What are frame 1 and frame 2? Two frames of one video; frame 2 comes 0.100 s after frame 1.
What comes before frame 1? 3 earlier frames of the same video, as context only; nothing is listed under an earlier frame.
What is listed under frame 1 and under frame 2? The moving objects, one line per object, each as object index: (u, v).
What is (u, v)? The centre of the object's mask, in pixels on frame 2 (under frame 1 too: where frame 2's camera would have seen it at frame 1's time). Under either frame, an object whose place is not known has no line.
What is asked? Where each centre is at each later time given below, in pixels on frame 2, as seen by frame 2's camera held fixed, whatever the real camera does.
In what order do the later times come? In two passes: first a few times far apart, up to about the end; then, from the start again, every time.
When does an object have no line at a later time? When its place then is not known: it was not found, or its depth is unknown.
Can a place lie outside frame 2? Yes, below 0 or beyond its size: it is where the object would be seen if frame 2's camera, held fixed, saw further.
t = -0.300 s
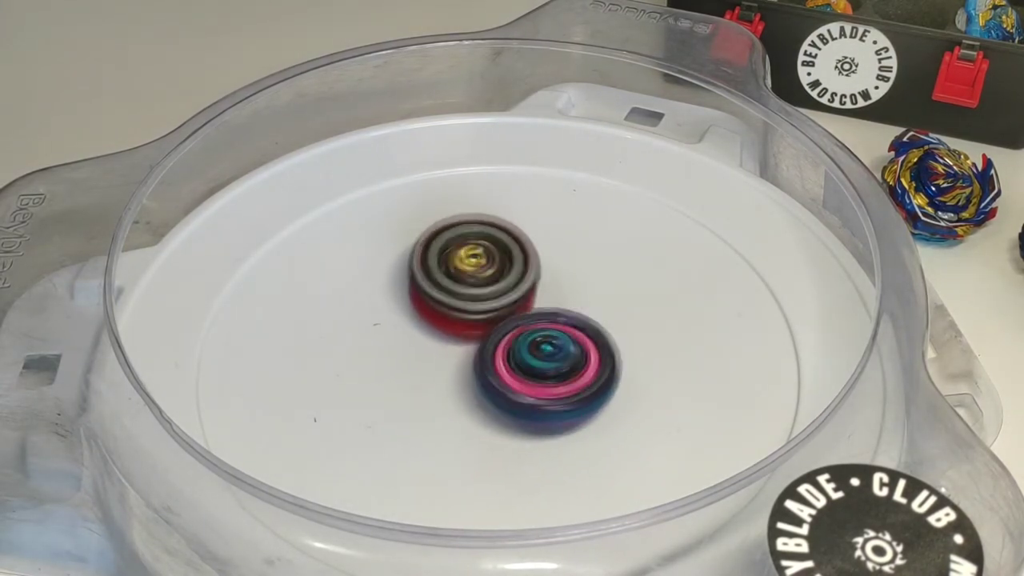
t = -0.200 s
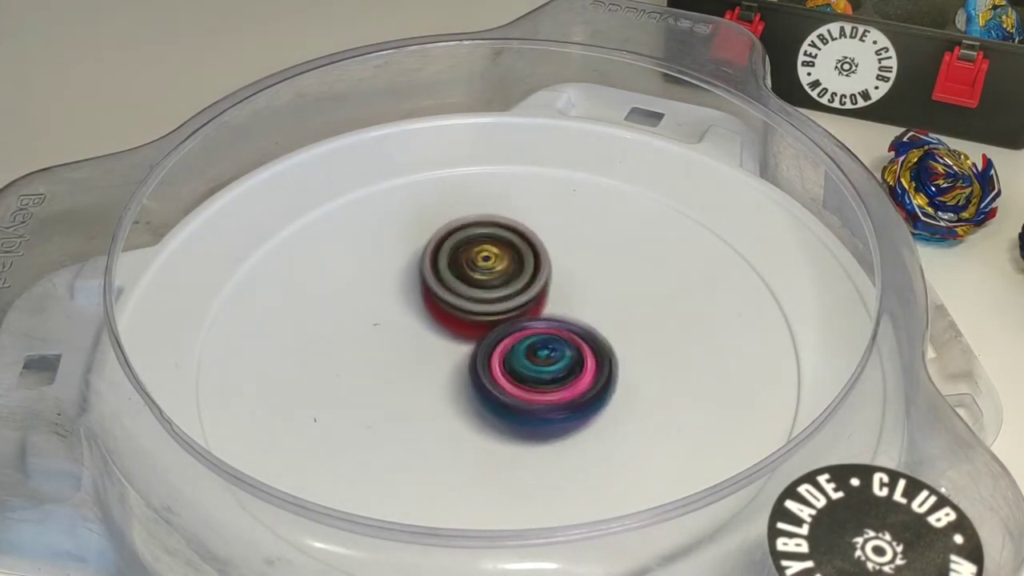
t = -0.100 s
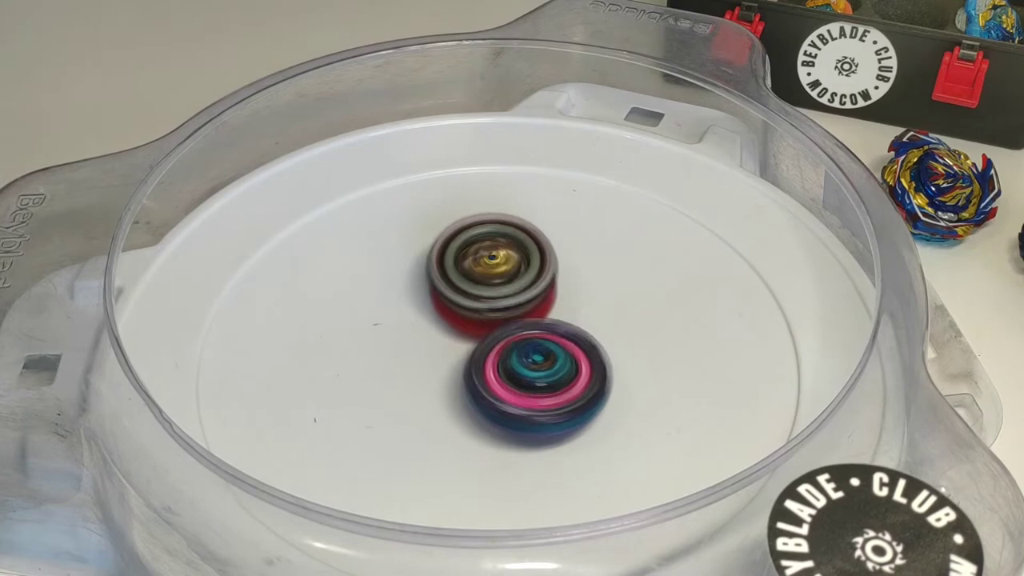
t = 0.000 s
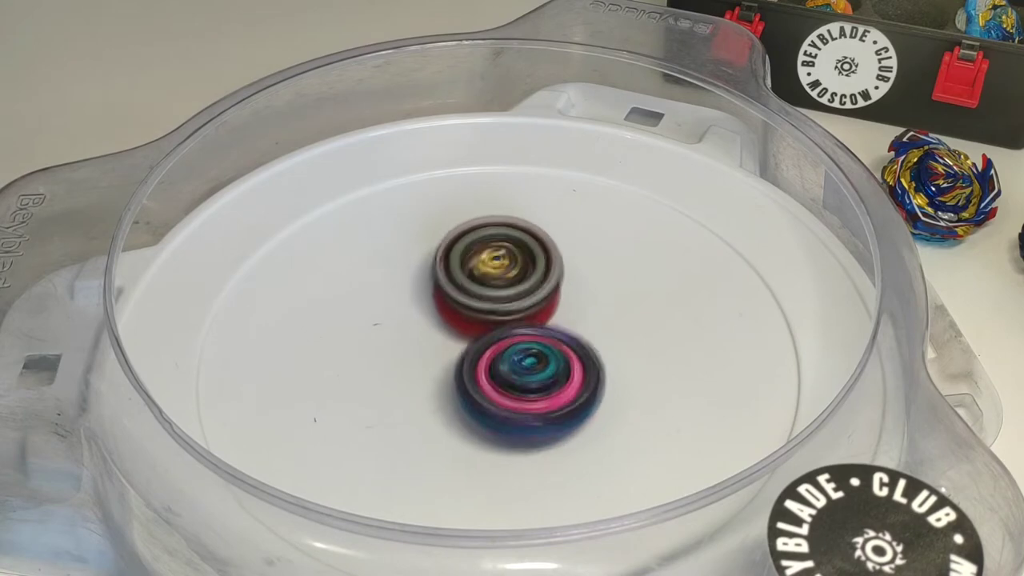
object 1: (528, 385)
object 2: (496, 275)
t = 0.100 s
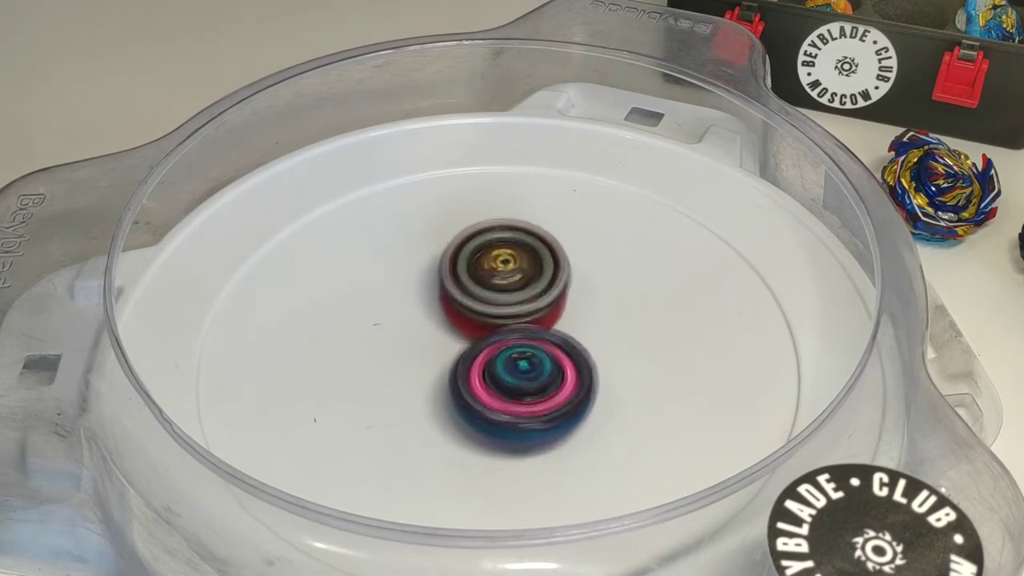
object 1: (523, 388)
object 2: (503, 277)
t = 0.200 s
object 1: (514, 397)
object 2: (508, 275)
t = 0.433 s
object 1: (497, 399)
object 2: (506, 285)
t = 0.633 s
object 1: (484, 410)
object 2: (517, 295)
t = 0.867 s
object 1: (469, 413)
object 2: (532, 307)
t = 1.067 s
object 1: (457, 410)
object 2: (548, 317)
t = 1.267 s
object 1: (448, 404)
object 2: (555, 317)
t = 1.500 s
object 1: (434, 395)
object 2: (549, 305)
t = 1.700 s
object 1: (424, 389)
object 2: (526, 299)
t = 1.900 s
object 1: (387, 393)
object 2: (532, 284)
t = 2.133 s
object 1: (382, 381)
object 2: (527, 275)
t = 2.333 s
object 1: (391, 370)
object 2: (521, 305)
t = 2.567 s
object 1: (389, 369)
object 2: (563, 321)
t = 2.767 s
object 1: (408, 359)
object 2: (575, 337)
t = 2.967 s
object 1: (408, 343)
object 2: (597, 343)
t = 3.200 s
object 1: (422, 326)
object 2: (584, 335)
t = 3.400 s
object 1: (414, 310)
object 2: (573, 336)
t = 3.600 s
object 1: (418, 302)
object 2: (551, 340)
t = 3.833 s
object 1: (418, 296)
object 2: (545, 358)
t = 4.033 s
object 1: (424, 296)
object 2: (530, 366)
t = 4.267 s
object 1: (435, 293)
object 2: (532, 378)
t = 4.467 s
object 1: (435, 280)
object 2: (552, 394)
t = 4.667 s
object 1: (447, 279)
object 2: (559, 378)
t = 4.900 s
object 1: (456, 273)
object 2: (527, 368)
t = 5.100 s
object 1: (467, 272)
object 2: (516, 377)
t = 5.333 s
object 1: (481, 273)
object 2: (510, 381)
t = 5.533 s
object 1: (492, 274)
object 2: (509, 381)
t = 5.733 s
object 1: (503, 273)
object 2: (506, 385)
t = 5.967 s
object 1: (511, 268)
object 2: (501, 396)
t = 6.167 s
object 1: (518, 271)
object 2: (503, 386)
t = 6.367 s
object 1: (521, 269)
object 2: (484, 383)
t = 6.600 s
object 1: (529, 276)
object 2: (472, 372)
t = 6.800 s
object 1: (534, 283)
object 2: (460, 373)
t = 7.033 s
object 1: (543, 290)
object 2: (453, 378)
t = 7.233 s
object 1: (556, 283)
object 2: (454, 384)
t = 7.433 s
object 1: (561, 286)
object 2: (470, 386)
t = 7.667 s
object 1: (564, 285)
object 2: (470, 368)
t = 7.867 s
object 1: (569, 280)
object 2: (441, 376)
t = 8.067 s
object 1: (565, 288)
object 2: (436, 378)
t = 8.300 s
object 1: (589, 280)
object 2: (418, 377)
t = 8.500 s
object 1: (597, 292)
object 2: (418, 379)
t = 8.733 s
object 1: (593, 312)
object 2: (459, 351)
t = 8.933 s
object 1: (597, 327)
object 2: (454, 329)
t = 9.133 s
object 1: (592, 342)
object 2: (454, 308)
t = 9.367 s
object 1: (582, 360)
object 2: (461, 299)
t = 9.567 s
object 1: (575, 377)
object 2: (467, 296)
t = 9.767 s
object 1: (568, 390)
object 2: (474, 304)
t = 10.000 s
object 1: (564, 396)
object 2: (466, 308)
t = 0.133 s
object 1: (520, 390)
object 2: (505, 278)
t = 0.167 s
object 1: (518, 395)
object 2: (507, 276)
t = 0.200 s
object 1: (514, 397)
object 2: (508, 275)
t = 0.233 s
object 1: (511, 398)
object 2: (508, 275)
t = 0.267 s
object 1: (509, 399)
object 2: (508, 276)
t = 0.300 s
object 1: (507, 400)
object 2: (506, 276)
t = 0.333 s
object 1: (504, 400)
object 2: (505, 278)
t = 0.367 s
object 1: (502, 400)
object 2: (505, 280)
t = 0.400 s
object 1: (499, 400)
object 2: (505, 282)
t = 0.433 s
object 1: (497, 399)
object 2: (506, 285)
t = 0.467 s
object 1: (495, 401)
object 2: (508, 288)
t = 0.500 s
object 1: (494, 403)
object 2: (510, 290)
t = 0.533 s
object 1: (491, 407)
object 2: (512, 291)
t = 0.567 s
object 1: (489, 409)
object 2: (514, 293)
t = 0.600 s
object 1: (487, 409)
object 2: (515, 294)
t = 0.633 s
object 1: (484, 410)
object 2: (517, 295)
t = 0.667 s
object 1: (483, 410)
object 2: (518, 296)
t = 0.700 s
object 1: (481, 410)
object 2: (520, 298)
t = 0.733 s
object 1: (479, 411)
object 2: (522, 300)
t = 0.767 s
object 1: (476, 414)
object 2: (525, 301)
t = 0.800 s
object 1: (474, 413)
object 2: (528, 303)
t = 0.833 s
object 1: (471, 413)
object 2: (530, 305)
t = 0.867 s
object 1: (469, 413)
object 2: (532, 307)
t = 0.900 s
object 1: (468, 412)
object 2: (535, 309)
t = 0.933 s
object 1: (465, 413)
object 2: (538, 311)
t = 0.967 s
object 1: (464, 411)
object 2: (540, 313)
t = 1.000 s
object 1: (461, 411)
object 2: (543, 315)
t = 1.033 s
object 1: (459, 411)
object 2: (545, 316)
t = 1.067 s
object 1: (457, 410)
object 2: (548, 317)
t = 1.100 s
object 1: (455, 409)
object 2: (550, 318)
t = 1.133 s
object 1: (454, 408)
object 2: (551, 319)
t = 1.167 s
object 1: (453, 407)
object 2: (552, 319)
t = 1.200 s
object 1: (452, 405)
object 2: (553, 318)
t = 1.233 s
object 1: (451, 404)
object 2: (553, 318)
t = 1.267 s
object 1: (448, 404)
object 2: (555, 317)
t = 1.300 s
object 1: (447, 402)
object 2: (555, 316)
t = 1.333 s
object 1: (446, 400)
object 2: (555, 315)
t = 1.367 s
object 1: (445, 398)
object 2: (554, 314)
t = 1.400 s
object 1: (444, 396)
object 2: (552, 314)
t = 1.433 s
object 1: (438, 398)
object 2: (551, 311)
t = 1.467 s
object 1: (436, 397)
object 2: (551, 308)
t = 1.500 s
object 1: (434, 395)
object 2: (549, 305)
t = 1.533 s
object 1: (433, 394)
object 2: (546, 303)
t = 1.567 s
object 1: (432, 392)
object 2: (542, 302)
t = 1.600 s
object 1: (431, 390)
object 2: (536, 301)
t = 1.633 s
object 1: (430, 388)
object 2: (531, 302)
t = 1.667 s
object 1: (427, 388)
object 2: (527, 301)
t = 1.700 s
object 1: (424, 389)
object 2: (526, 299)
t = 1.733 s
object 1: (423, 387)
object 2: (523, 298)
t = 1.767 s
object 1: (422, 386)
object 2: (520, 298)
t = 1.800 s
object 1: (420, 385)
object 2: (516, 299)
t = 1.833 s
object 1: (404, 391)
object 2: (523, 294)
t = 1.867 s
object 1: (392, 394)
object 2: (529, 288)
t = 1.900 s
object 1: (387, 393)
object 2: (532, 284)
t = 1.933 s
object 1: (384, 391)
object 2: (534, 281)
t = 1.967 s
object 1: (382, 390)
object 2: (535, 278)
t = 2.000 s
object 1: (381, 388)
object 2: (535, 276)
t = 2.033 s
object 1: (381, 386)
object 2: (534, 274)
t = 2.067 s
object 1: (381, 385)
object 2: (533, 273)
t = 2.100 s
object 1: (381, 383)
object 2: (530, 273)
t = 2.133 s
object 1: (382, 381)
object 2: (527, 275)
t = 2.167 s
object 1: (384, 377)
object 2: (524, 278)
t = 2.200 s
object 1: (385, 376)
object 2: (521, 283)
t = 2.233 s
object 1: (387, 374)
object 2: (518, 288)
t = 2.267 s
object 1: (390, 372)
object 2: (516, 295)
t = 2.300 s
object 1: (393, 370)
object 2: (516, 301)
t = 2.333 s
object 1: (391, 370)
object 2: (521, 305)
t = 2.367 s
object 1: (382, 374)
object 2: (532, 307)
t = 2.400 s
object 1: (383, 375)
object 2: (539, 309)
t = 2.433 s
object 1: (384, 374)
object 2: (545, 311)
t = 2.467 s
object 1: (384, 373)
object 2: (551, 313)
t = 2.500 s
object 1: (385, 371)
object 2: (555, 316)
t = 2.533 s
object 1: (387, 370)
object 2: (559, 319)
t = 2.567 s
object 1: (389, 369)
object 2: (563, 321)
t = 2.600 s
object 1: (391, 367)
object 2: (566, 324)
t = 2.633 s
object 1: (393, 366)
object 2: (569, 327)
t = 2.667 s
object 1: (396, 365)
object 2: (571, 330)
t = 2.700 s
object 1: (400, 363)
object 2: (573, 333)
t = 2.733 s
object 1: (403, 361)
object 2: (575, 335)
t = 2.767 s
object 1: (408, 359)
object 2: (575, 337)
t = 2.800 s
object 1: (412, 357)
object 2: (575, 339)
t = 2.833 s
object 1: (419, 353)
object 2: (574, 342)
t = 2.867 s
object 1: (424, 350)
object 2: (572, 344)
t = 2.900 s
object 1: (414, 347)
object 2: (583, 344)
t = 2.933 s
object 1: (407, 345)
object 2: (591, 344)
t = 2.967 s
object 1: (408, 343)
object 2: (597, 343)
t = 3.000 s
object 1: (409, 342)
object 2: (599, 341)
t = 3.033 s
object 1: (410, 339)
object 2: (600, 340)
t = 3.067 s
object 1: (412, 337)
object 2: (599, 339)
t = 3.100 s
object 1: (414, 334)
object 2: (597, 338)
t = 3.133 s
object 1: (416, 332)
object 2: (594, 337)
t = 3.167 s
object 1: (420, 328)
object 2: (590, 336)
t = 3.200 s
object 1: (422, 326)
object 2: (584, 335)
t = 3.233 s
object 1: (425, 323)
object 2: (577, 334)
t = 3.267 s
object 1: (428, 321)
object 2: (570, 335)
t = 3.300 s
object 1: (417, 318)
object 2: (574, 335)
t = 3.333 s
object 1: (413, 313)
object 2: (576, 335)
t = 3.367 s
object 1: (413, 312)
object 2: (575, 336)
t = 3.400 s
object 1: (414, 310)
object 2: (573, 336)
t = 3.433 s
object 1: (414, 309)
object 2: (571, 336)
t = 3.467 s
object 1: (414, 307)
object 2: (568, 336)
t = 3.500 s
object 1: (415, 305)
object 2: (565, 336)
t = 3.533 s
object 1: (416, 304)
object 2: (561, 337)
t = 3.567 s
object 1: (418, 303)
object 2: (556, 338)
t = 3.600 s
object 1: (418, 302)
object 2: (551, 340)
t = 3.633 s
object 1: (417, 301)
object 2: (549, 342)
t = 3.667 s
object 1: (418, 298)
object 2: (547, 345)
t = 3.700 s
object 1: (416, 297)
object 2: (548, 348)
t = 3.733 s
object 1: (417, 297)
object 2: (548, 351)
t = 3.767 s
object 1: (417, 296)
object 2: (547, 353)
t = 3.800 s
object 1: (417, 296)
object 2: (546, 356)
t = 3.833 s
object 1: (418, 296)
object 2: (545, 358)
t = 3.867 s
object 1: (419, 296)
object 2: (543, 359)
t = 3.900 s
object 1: (420, 296)
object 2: (541, 361)
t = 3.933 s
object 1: (421, 296)
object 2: (539, 362)
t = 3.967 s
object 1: (424, 294)
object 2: (535, 363)
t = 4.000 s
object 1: (425, 295)
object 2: (533, 365)
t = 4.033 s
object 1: (424, 296)
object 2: (530, 366)
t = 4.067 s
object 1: (423, 294)
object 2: (533, 371)
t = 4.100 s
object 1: (425, 293)
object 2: (534, 374)
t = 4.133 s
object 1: (427, 293)
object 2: (534, 376)
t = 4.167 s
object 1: (428, 294)
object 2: (534, 377)
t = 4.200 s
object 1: (430, 293)
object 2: (533, 378)
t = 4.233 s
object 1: (432, 293)
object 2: (533, 378)
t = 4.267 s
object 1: (435, 293)
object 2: (532, 378)
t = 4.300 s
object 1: (436, 294)
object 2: (531, 377)
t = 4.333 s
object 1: (438, 294)
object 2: (528, 376)
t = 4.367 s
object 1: (435, 288)
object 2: (535, 384)
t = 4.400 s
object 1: (432, 282)
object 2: (543, 390)
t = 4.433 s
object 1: (432, 280)
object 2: (548, 394)
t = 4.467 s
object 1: (435, 280)
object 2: (552, 394)
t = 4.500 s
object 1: (437, 279)
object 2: (556, 395)
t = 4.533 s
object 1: (439, 279)
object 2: (558, 394)
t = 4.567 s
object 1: (441, 279)
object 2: (561, 392)
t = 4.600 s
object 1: (443, 278)
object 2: (562, 389)
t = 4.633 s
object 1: (446, 278)
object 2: (562, 384)
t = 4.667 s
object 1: (447, 279)
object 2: (559, 378)
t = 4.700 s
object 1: (450, 279)
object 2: (553, 372)
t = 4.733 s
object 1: (453, 280)
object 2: (547, 367)
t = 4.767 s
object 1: (455, 279)
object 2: (539, 362)
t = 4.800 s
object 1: (454, 277)
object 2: (535, 363)
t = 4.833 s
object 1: (454, 275)
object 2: (531, 362)
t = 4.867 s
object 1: (454, 274)
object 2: (529, 365)
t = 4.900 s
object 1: (456, 273)
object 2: (527, 368)
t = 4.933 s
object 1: (459, 273)
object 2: (525, 370)
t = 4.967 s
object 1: (460, 273)
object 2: (522, 372)
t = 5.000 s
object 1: (461, 273)
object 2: (520, 375)
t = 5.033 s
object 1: (463, 273)
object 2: (519, 376)
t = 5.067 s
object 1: (466, 273)
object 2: (518, 377)
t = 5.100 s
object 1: (467, 272)
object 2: (516, 377)
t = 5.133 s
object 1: (470, 272)
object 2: (514, 376)
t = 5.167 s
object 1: (471, 273)
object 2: (511, 375)
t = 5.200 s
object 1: (472, 272)
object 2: (510, 376)
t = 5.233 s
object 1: (473, 272)
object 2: (509, 379)
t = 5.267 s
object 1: (475, 273)
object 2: (510, 381)
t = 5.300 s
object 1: (478, 272)
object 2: (510, 381)
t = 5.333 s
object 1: (481, 273)
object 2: (510, 381)
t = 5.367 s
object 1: (483, 274)
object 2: (509, 380)
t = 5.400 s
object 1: (484, 274)
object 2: (509, 379)
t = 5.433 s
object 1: (486, 273)
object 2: (510, 380)
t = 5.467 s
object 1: (488, 274)
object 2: (510, 380)
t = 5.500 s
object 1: (491, 273)
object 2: (509, 379)
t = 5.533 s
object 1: (492, 274)
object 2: (509, 381)
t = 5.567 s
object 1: (493, 272)
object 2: (507, 384)
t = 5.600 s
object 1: (496, 273)
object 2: (507, 386)
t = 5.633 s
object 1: (498, 273)
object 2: (507, 388)
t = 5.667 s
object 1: (500, 273)
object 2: (507, 388)
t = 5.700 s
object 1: (502, 273)
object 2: (507, 387)
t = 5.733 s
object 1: (503, 273)
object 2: (506, 385)
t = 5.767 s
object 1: (506, 273)
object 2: (505, 383)
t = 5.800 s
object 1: (507, 273)
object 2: (505, 380)
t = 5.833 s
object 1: (507, 270)
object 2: (503, 383)
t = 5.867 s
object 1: (508, 267)
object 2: (503, 387)
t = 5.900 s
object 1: (508, 268)
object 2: (501, 391)
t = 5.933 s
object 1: (511, 268)
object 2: (501, 394)
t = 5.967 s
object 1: (511, 268)
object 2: (501, 396)
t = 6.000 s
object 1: (513, 268)
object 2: (501, 396)
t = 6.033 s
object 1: (514, 269)
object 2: (502, 397)
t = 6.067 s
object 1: (514, 269)
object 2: (502, 396)
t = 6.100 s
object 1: (516, 270)
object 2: (503, 394)
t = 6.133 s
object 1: (516, 270)
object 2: (504, 390)
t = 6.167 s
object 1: (518, 271)
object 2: (503, 386)
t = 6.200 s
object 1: (518, 271)
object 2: (501, 381)
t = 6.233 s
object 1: (519, 271)
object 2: (499, 376)
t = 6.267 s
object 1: (520, 269)
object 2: (495, 378)
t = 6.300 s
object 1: (519, 266)
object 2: (492, 382)
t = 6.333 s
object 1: (520, 267)
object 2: (488, 382)
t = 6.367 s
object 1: (521, 269)
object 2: (484, 383)
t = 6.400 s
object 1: (523, 269)
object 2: (481, 383)
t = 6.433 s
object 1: (523, 270)
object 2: (479, 383)
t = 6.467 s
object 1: (525, 271)
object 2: (478, 381)
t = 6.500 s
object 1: (526, 273)
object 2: (476, 379)
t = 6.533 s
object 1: (528, 273)
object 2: (474, 378)
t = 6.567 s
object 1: (527, 275)
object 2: (473, 376)
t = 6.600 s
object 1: (529, 276)
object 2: (472, 372)
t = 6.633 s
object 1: (529, 275)
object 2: (468, 374)
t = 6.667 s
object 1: (530, 276)
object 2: (464, 375)
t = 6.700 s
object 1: (530, 279)
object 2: (461, 375)
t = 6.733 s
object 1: (532, 280)
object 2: (461, 375)
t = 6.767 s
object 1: (533, 281)
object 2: (461, 374)
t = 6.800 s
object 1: (534, 283)
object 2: (460, 373)
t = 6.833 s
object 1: (535, 283)
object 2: (459, 373)
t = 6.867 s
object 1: (537, 285)
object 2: (458, 373)
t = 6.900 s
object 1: (537, 285)
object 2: (456, 374)
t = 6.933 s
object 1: (539, 286)
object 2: (454, 375)
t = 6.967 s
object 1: (540, 287)
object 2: (451, 376)
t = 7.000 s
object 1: (543, 288)
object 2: (451, 378)
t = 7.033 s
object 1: (543, 290)
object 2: (453, 378)
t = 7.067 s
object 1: (545, 290)
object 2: (456, 376)
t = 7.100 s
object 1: (546, 292)
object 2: (457, 375)
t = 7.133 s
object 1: (549, 291)
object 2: (459, 374)
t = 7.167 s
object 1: (549, 289)
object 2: (458, 377)
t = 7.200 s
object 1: (553, 285)
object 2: (456, 381)
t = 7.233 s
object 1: (556, 283)
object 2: (454, 384)
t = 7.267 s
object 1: (558, 284)
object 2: (453, 387)
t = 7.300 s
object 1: (559, 284)
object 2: (456, 389)
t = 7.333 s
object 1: (560, 284)
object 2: (458, 389)
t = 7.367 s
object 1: (561, 285)
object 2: (460, 389)
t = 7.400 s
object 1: (561, 285)
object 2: (464, 389)
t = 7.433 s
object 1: (561, 286)
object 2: (470, 386)
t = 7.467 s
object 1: (562, 286)
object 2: (475, 382)
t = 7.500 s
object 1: (561, 286)
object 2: (478, 378)
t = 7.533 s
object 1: (563, 286)
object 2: (480, 373)
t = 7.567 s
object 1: (565, 283)
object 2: (476, 374)
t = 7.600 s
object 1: (564, 283)
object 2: (474, 373)
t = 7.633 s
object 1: (564, 284)
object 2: (472, 370)
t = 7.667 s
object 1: (564, 285)
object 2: (470, 368)
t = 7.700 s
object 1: (565, 286)
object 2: (469, 366)
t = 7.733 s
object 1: (564, 286)
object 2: (467, 364)
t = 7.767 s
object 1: (569, 280)
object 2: (456, 369)
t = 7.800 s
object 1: (570, 277)
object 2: (451, 372)
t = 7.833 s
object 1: (568, 278)
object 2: (445, 375)
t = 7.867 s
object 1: (569, 280)
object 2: (441, 376)
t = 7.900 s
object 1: (570, 280)
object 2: (438, 378)
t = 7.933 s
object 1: (568, 281)
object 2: (437, 379)
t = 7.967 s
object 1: (568, 283)
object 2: (436, 379)
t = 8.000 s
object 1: (567, 284)
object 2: (433, 379)
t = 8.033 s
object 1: (566, 285)
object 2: (434, 380)
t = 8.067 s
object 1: (565, 288)
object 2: (436, 378)
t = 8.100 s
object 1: (563, 290)
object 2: (438, 376)
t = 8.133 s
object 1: (560, 294)
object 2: (441, 374)
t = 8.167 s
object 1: (559, 297)
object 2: (446, 371)
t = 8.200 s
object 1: (558, 299)
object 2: (450, 366)
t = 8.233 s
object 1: (569, 292)
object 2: (435, 371)
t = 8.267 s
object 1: (582, 283)
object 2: (423, 376)
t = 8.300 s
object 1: (589, 280)
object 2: (418, 377)
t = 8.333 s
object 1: (591, 281)
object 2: (415, 379)
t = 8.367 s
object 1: (592, 283)
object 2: (413, 381)
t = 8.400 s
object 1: (595, 286)
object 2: (412, 381)
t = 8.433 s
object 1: (595, 287)
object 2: (412, 380)
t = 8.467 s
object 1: (596, 290)
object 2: (414, 381)
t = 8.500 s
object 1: (597, 292)
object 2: (418, 379)
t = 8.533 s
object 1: (597, 294)
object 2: (422, 377)
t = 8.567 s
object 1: (597, 297)
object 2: (427, 375)
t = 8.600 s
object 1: (597, 300)
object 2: (434, 370)
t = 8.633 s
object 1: (596, 303)
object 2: (440, 366)
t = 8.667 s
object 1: (595, 305)
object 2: (446, 362)
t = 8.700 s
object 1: (594, 309)
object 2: (453, 357)
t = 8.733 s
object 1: (593, 312)
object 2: (459, 351)
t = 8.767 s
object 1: (596, 313)
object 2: (456, 349)
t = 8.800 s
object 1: (599, 315)
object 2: (453, 346)
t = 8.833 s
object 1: (598, 319)
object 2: (453, 341)
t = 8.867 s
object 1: (598, 322)
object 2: (453, 337)
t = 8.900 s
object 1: (598, 324)
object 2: (455, 333)
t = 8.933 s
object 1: (597, 327)
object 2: (454, 329)
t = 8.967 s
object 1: (597, 329)
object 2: (453, 326)
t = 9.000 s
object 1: (597, 332)
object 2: (455, 322)
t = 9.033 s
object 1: (595, 334)
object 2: (454, 317)
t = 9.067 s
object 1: (595, 337)
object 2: (453, 315)
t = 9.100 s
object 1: (594, 340)
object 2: (454, 311)
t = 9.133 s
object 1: (592, 342)
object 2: (454, 308)
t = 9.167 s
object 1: (591, 344)
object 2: (455, 307)
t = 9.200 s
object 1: (589, 348)
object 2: (456, 305)
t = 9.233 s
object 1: (588, 350)
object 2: (457, 303)
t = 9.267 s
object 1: (588, 352)
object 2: (457, 302)
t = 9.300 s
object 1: (585, 355)
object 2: (459, 300)
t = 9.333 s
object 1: (584, 357)
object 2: (459, 299)
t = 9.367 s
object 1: (582, 360)
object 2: (461, 299)
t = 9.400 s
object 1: (580, 362)
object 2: (463, 299)
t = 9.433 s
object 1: (579, 365)
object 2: (462, 299)
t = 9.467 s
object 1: (578, 369)
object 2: (465, 298)
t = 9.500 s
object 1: (579, 372)
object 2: (465, 297)
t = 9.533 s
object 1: (577, 373)
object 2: (465, 297)
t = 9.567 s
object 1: (575, 377)
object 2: (467, 296)
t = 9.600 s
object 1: (573, 380)
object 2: (467, 298)
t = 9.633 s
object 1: (573, 381)
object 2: (470, 300)
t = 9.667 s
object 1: (571, 383)
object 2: (472, 301)
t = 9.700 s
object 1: (571, 386)
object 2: (472, 303)
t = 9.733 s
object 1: (571, 388)
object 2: (474, 304)
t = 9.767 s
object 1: (568, 390)
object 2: (474, 304)
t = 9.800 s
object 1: (569, 390)
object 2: (473, 305)
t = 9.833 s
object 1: (569, 392)
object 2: (473, 306)
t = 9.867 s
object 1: (567, 393)
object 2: (471, 307)
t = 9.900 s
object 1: (568, 395)
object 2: (471, 308)
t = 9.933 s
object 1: (567, 395)
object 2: (468, 307)
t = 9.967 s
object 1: (565, 395)
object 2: (466, 307)
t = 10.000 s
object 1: (564, 396)
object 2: (466, 308)
